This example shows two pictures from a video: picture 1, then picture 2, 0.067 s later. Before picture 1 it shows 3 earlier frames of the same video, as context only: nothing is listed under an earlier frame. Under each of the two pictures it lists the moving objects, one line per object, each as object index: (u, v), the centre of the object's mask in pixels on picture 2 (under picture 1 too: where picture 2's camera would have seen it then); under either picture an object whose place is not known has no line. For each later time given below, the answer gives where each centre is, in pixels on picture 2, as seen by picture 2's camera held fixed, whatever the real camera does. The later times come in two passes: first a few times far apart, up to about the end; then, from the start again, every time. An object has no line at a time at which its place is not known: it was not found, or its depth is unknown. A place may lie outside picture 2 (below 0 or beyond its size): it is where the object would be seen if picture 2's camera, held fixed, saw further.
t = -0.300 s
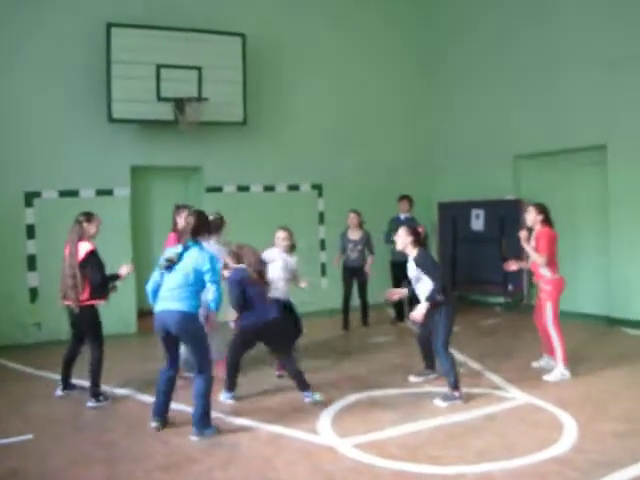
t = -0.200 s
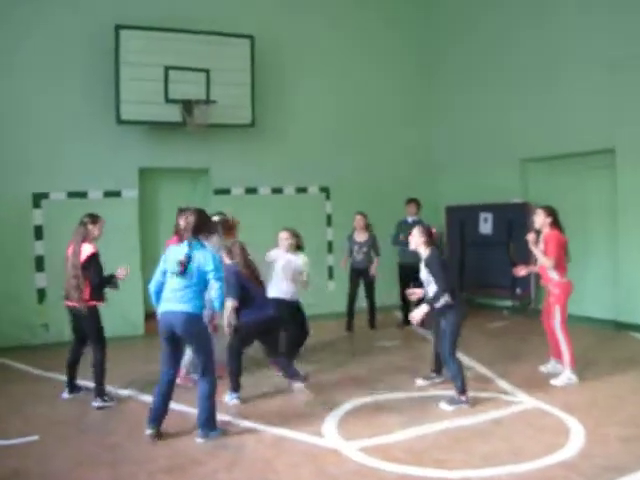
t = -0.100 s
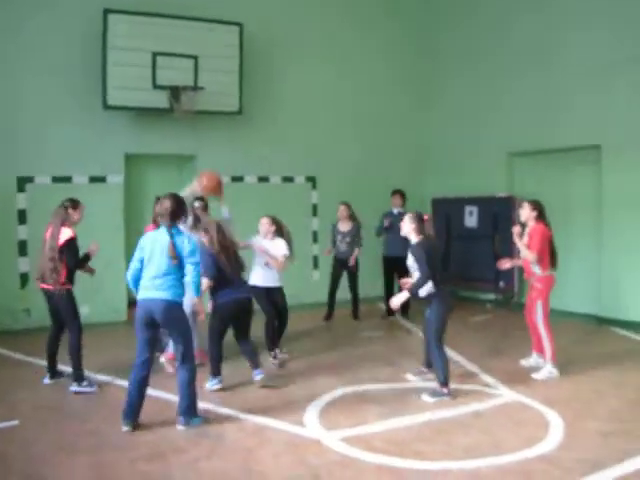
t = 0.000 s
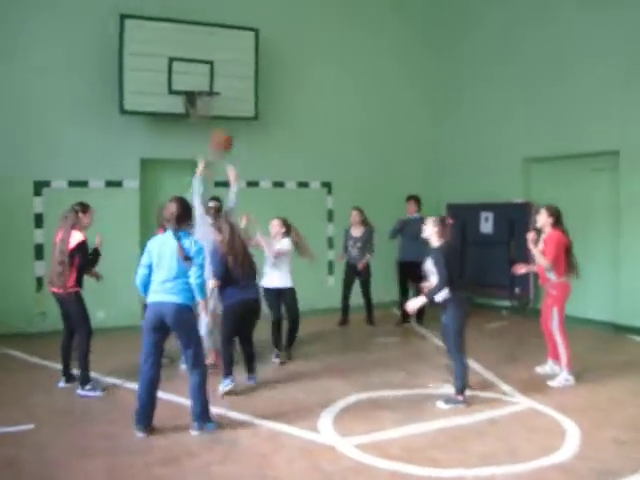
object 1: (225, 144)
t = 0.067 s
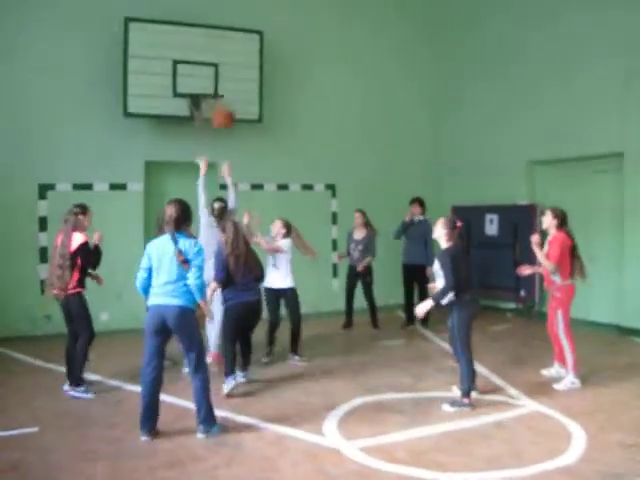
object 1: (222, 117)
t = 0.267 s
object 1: (218, 72)
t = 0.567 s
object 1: (210, 72)
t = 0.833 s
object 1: (219, 82)
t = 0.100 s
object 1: (220, 108)
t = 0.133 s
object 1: (222, 97)
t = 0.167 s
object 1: (220, 89)
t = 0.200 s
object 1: (219, 82)
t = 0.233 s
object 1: (218, 76)
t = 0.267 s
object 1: (218, 72)
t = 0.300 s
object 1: (217, 69)
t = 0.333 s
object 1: (215, 64)
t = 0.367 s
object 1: (214, 63)
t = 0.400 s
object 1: (213, 63)
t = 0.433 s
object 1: (212, 63)
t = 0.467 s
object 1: (212, 63)
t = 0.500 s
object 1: (211, 65)
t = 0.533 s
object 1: (211, 69)
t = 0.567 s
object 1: (210, 72)
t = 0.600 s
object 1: (209, 77)
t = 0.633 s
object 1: (209, 80)
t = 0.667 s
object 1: (211, 86)
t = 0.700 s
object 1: (214, 88)
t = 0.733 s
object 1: (216, 88)
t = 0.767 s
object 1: (217, 88)
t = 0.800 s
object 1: (218, 87)
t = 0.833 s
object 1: (219, 82)
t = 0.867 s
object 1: (219, 78)
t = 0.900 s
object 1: (219, 77)
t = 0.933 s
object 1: (219, 77)
